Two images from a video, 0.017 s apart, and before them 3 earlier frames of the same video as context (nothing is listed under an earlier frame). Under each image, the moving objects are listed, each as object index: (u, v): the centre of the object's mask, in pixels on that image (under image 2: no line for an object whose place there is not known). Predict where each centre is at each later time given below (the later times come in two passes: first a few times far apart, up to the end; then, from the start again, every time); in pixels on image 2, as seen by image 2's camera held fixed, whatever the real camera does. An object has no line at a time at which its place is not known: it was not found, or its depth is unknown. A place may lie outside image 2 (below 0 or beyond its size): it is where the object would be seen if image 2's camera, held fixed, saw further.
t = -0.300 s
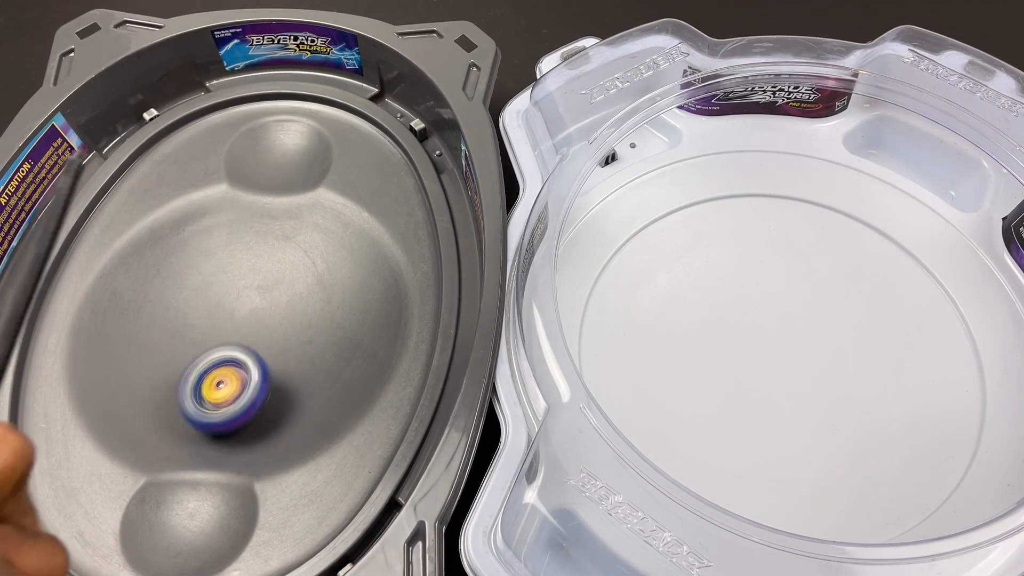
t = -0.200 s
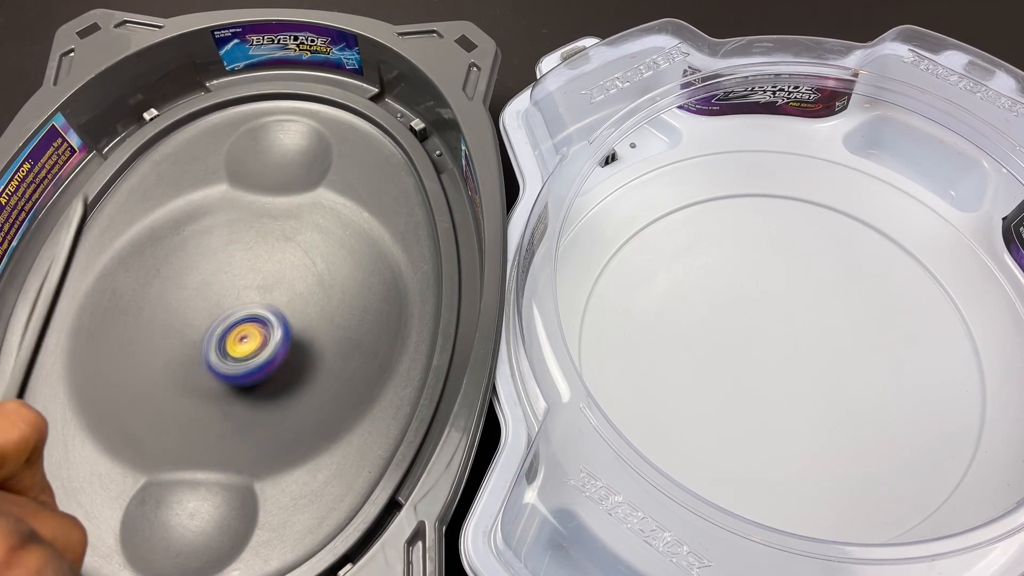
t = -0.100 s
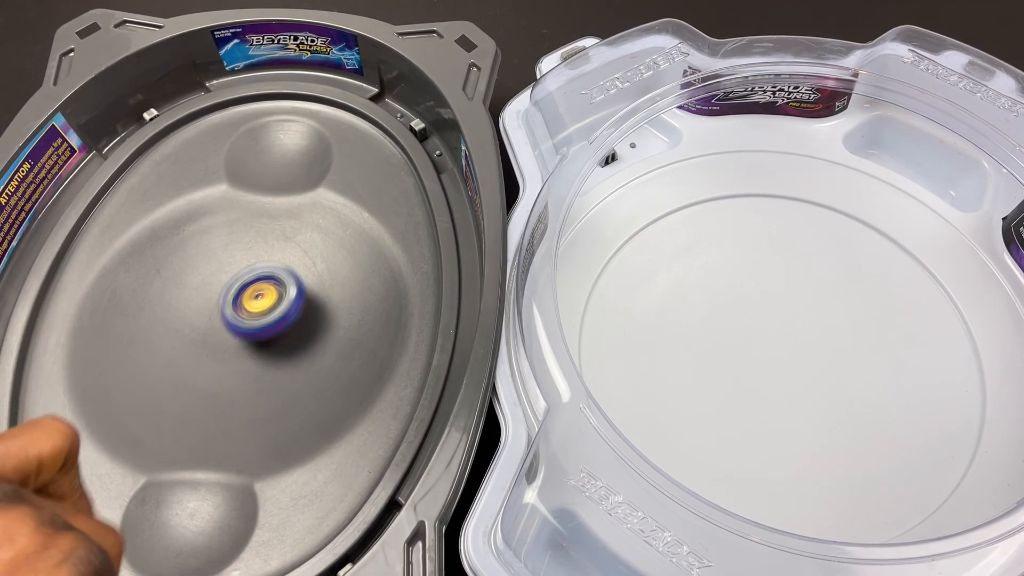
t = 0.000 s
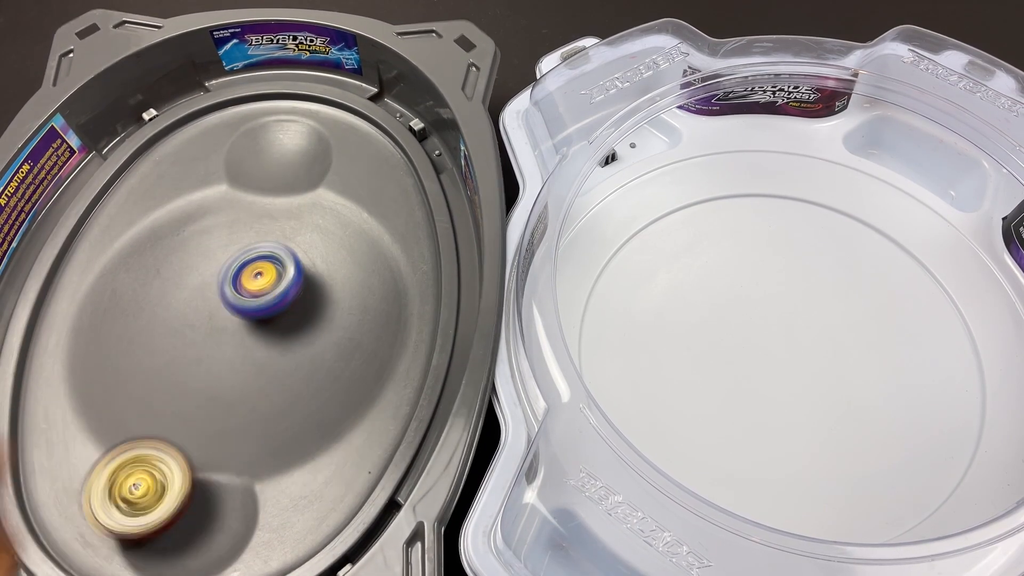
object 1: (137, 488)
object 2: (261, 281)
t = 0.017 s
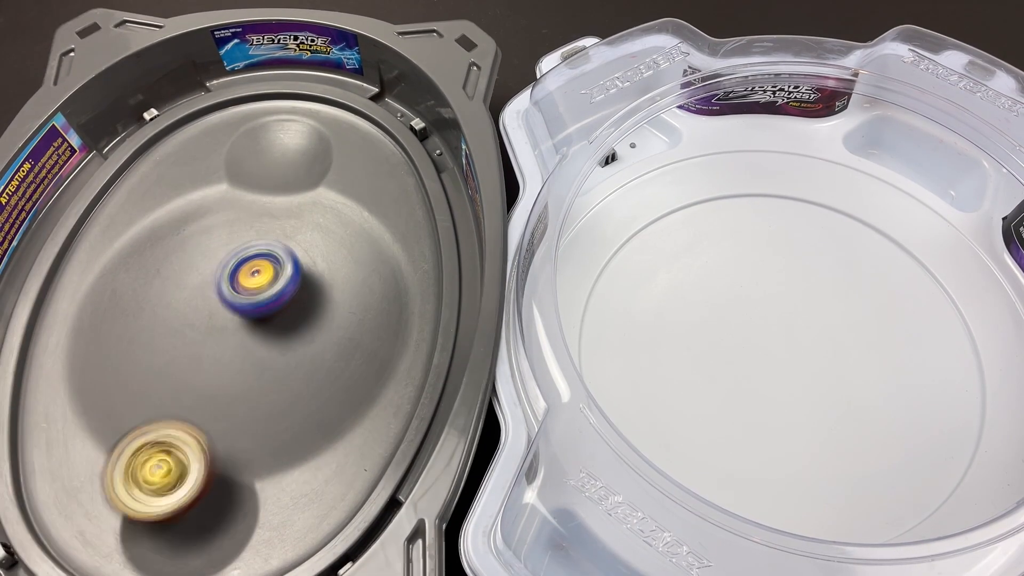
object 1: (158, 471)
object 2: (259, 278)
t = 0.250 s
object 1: (399, 255)
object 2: (178, 349)
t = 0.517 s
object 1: (235, 92)
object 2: (245, 415)
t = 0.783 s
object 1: (29, 370)
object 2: (300, 231)
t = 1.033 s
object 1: (383, 409)
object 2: (103, 273)
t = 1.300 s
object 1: (144, 141)
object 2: (67, 529)
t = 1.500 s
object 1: (78, 537)
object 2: (239, 489)
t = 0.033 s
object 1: (180, 454)
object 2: (256, 278)
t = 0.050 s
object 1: (204, 441)
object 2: (254, 280)
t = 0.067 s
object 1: (229, 428)
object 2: (251, 282)
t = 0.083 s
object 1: (255, 418)
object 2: (246, 284)
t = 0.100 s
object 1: (280, 411)
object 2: (241, 287)
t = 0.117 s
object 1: (308, 405)
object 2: (234, 292)
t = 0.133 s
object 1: (328, 389)
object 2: (228, 296)
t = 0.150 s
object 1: (343, 371)
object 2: (220, 302)
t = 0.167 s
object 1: (359, 352)
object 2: (212, 308)
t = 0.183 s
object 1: (374, 333)
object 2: (205, 315)
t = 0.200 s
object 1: (382, 314)
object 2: (198, 322)
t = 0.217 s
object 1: (389, 294)
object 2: (191, 331)
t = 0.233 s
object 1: (395, 272)
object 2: (184, 340)
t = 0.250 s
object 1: (399, 255)
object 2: (178, 349)
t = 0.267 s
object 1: (401, 236)
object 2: (173, 357)
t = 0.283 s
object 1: (398, 217)
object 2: (169, 367)
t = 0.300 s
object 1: (392, 203)
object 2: (165, 376)
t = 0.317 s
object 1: (385, 187)
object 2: (164, 383)
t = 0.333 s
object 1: (378, 170)
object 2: (164, 391)
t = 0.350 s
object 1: (373, 155)
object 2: (165, 398)
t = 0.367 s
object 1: (366, 141)
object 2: (168, 404)
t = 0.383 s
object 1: (355, 128)
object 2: (172, 410)
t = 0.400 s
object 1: (344, 115)
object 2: (178, 414)
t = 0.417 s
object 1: (333, 104)
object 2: (185, 418)
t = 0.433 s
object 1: (322, 94)
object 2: (192, 421)
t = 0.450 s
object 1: (306, 89)
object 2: (200, 422)
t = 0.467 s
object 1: (289, 89)
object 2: (210, 422)
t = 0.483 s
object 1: (272, 88)
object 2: (221, 421)
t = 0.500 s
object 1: (253, 88)
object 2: (232, 419)
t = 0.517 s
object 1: (235, 92)
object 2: (245, 415)
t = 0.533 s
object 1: (216, 97)
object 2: (257, 410)
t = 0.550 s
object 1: (197, 103)
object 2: (270, 403)
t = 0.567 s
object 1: (178, 111)
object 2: (283, 395)
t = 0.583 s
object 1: (160, 122)
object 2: (295, 385)
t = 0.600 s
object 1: (143, 134)
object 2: (305, 374)
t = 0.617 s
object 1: (127, 150)
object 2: (314, 362)
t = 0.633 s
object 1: (112, 166)
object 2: (321, 348)
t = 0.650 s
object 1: (97, 185)
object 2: (328, 334)
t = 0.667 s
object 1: (83, 204)
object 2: (331, 319)
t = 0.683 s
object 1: (70, 224)
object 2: (332, 305)
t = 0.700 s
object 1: (58, 246)
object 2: (332, 291)
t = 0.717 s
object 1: (46, 267)
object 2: (329, 277)
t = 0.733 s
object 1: (40, 292)
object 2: (324, 264)
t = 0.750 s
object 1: (35, 318)
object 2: (318, 253)
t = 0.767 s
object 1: (32, 344)
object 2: (310, 241)
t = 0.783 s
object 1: (29, 370)
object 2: (300, 231)
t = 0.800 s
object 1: (28, 403)
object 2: (290, 223)
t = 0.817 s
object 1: (29, 432)
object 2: (280, 216)
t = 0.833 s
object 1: (31, 463)
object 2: (267, 210)
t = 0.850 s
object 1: (37, 496)
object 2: (255, 207)
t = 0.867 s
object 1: (46, 525)
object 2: (241, 204)
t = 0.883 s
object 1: (67, 539)
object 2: (227, 204)
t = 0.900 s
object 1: (103, 548)
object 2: (212, 205)
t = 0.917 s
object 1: (148, 552)
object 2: (198, 209)
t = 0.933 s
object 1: (188, 553)
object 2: (183, 213)
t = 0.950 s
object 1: (229, 549)
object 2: (169, 220)
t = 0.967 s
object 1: (269, 539)
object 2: (154, 228)
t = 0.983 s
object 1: (309, 518)
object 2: (141, 237)
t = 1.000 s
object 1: (339, 484)
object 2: (127, 247)
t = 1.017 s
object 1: (363, 447)
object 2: (115, 259)
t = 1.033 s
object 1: (383, 409)
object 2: (103, 273)
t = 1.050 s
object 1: (400, 371)
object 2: (93, 288)
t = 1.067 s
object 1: (410, 334)
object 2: (83, 303)
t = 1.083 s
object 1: (416, 298)
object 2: (76, 319)
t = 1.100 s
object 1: (419, 265)
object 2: (70, 335)
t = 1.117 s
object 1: (418, 232)
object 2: (67, 353)
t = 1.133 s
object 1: (412, 201)
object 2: (65, 370)
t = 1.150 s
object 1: (402, 172)
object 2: (64, 388)
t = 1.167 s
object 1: (388, 144)
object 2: (63, 406)
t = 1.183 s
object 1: (367, 120)
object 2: (63, 424)
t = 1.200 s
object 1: (342, 105)
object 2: (63, 443)
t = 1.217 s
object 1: (311, 92)
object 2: (63, 461)
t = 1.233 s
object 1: (277, 90)
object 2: (63, 478)
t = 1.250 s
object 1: (242, 93)
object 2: (62, 494)
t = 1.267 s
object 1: (206, 103)
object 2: (60, 509)
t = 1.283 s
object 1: (173, 119)
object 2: (60, 525)
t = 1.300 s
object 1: (144, 141)
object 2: (67, 529)
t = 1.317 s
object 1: (120, 169)
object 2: (81, 530)
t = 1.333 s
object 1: (97, 198)
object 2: (95, 529)
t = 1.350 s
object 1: (76, 229)
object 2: (108, 529)
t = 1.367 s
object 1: (61, 263)
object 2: (120, 530)
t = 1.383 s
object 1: (48, 297)
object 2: (136, 530)
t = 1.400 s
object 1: (40, 333)
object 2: (155, 529)
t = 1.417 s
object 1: (37, 370)
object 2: (171, 527)
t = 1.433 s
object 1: (35, 407)
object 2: (188, 526)
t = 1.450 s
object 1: (35, 445)
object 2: (205, 520)
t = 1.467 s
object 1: (41, 482)
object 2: (218, 510)
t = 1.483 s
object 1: (50, 518)
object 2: (231, 499)
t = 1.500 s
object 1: (78, 537)
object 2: (239, 489)
